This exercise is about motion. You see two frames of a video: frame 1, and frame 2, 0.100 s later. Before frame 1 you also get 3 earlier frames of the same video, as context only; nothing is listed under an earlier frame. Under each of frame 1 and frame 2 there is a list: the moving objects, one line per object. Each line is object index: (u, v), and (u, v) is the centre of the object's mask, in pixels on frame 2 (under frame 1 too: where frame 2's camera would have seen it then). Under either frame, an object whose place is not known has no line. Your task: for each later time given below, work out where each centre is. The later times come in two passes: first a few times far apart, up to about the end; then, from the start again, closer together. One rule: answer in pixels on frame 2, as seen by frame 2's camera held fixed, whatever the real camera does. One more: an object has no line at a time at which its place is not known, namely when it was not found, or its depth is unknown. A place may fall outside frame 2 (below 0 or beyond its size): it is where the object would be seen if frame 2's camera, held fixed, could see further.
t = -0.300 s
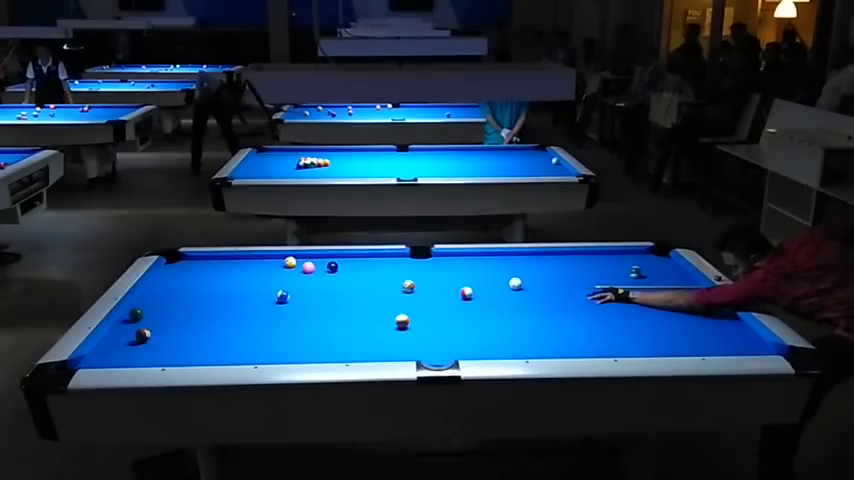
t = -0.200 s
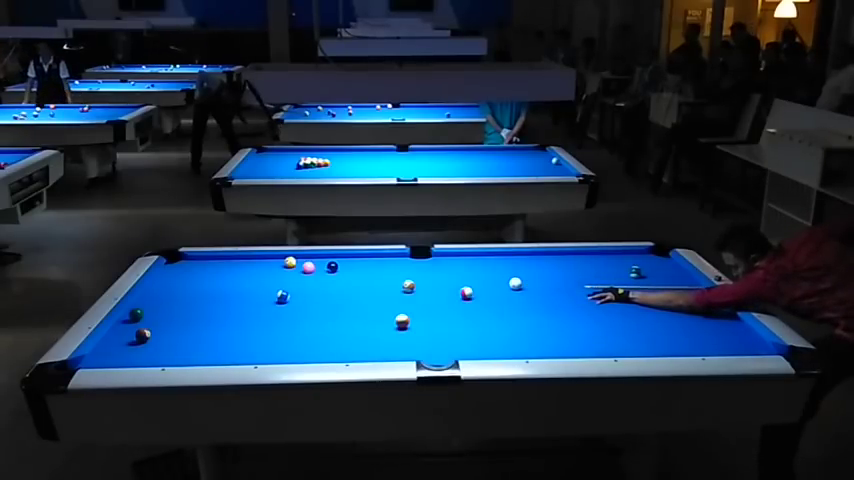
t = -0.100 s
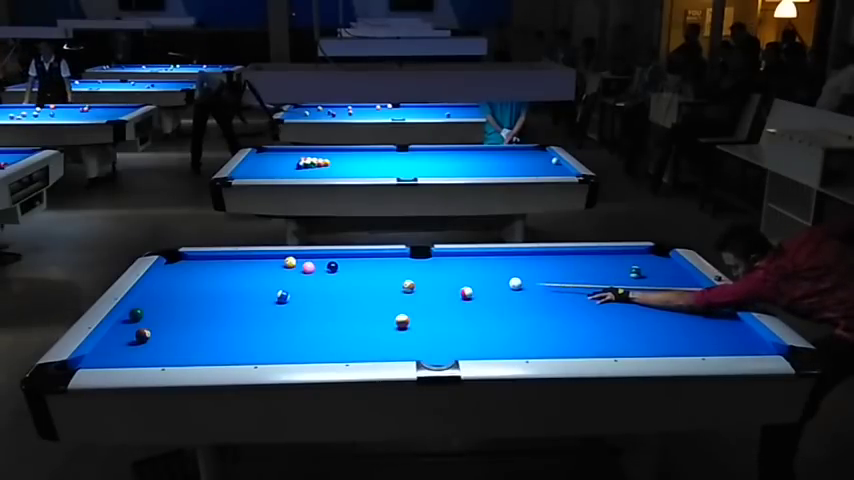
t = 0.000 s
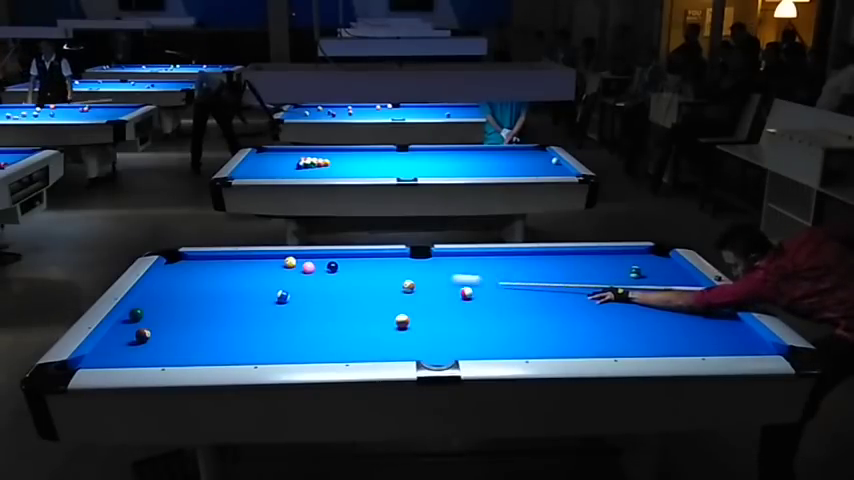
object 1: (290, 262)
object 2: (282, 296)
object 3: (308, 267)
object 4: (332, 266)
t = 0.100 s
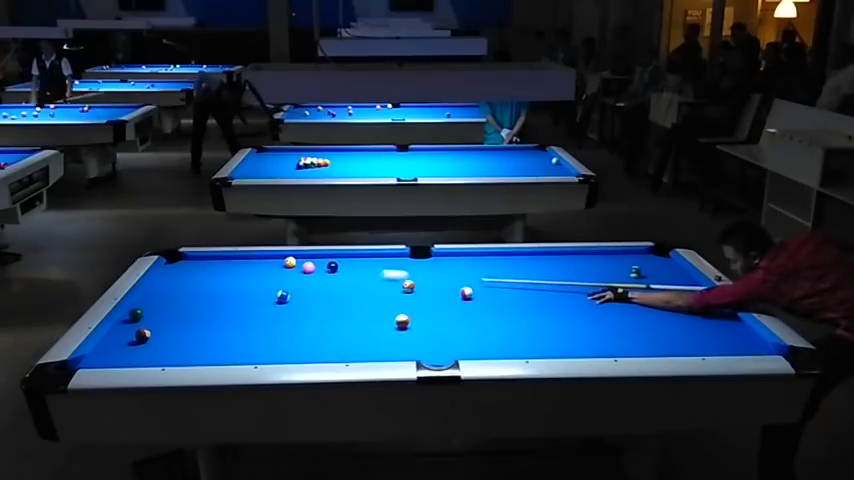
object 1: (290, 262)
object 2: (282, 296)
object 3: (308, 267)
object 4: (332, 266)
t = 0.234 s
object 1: (290, 262)
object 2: (282, 296)
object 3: (304, 264)
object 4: (332, 266)
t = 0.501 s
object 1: (229, 261)
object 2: (282, 296)
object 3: (313, 257)
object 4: (332, 266)
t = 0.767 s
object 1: (174, 269)
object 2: (282, 296)
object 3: (321, 261)
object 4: (332, 266)
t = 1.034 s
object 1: (185, 275)
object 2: (282, 296)
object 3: (325, 264)
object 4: (335, 267)
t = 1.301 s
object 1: (207, 280)
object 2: (282, 296)
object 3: (325, 265)
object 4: (341, 269)
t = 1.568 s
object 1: (230, 286)
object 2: (282, 296)
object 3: (325, 266)
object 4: (345, 271)
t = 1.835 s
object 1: (252, 291)
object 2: (282, 296)
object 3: (325, 267)
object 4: (350, 273)
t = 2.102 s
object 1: (270, 295)
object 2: (284, 297)
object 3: (325, 267)
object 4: (353, 275)
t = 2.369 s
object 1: (273, 298)
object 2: (302, 299)
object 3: (325, 267)
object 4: (357, 276)
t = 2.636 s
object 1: (276, 301)
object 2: (317, 300)
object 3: (325, 267)
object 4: (359, 276)
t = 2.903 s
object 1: (279, 303)
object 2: (331, 301)
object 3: (325, 267)
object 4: (360, 277)
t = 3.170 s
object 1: (281, 305)
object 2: (344, 303)
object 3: (325, 267)
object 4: (362, 277)
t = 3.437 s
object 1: (283, 307)
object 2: (357, 304)
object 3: (325, 267)
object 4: (362, 277)
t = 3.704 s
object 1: (285, 309)
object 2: (367, 304)
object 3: (325, 267)
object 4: (362, 277)
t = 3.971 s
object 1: (286, 309)
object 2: (378, 305)
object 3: (325, 267)
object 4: (362, 277)
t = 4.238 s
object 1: (287, 309)
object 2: (386, 306)
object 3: (325, 267)
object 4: (362, 277)
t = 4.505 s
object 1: (287, 309)
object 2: (394, 306)
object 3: (325, 267)
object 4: (362, 277)
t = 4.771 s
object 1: (287, 309)
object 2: (400, 307)
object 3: (325, 267)
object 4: (362, 277)
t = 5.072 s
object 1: (287, 309)
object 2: (405, 307)
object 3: (325, 267)
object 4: (362, 277)
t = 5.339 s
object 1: (287, 309)
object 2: (409, 308)
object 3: (325, 267)
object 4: (362, 277)
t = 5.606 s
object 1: (287, 310)
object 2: (411, 307)
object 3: (325, 267)
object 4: (362, 277)
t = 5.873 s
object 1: (287, 310)
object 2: (412, 308)
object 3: (325, 267)
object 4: (362, 277)
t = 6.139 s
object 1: (287, 310)
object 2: (412, 308)
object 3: (325, 267)
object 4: (362, 277)
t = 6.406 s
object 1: (287, 310)
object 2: (412, 308)
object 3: (325, 267)
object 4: (362, 277)
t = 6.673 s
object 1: (287, 310)
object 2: (412, 308)
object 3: (325, 267)
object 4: (362, 277)
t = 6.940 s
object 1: (287, 310)
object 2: (412, 308)
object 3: (325, 267)
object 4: (362, 278)
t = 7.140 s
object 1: (287, 309)
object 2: (412, 308)
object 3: (325, 267)
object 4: (362, 277)
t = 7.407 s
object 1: (287, 309)
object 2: (412, 308)
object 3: (325, 267)
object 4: (362, 278)
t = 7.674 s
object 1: (287, 309)
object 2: (413, 308)
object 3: (325, 267)
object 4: (362, 278)
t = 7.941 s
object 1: (287, 309)
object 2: (413, 308)
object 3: (325, 267)
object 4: (362, 278)
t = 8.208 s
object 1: (287, 309)
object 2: (412, 308)
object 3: (325, 267)
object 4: (362, 277)
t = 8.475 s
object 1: (287, 309)
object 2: (413, 308)
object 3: (325, 267)
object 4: (362, 278)
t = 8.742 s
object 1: (287, 309)
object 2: (413, 308)
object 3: (325, 267)
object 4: (362, 278)
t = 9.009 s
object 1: (287, 309)
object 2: (413, 308)
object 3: (325, 267)
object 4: (362, 278)
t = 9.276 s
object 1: (287, 309)
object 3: (325, 267)
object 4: (362, 278)
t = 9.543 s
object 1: (287, 309)
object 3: (325, 267)
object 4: (362, 278)
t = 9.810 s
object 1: (287, 309)
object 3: (325, 267)
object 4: (362, 278)
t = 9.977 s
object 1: (287, 309)
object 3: (325, 267)
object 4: (362, 278)
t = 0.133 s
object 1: (290, 262)
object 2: (282, 296)
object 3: (308, 267)
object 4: (332, 266)
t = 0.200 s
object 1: (290, 262)
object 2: (282, 296)
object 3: (308, 267)
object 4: (332, 263)
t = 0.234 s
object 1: (290, 262)
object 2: (282, 296)
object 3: (304, 264)
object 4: (332, 266)
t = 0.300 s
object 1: (279, 260)
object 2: (282, 296)
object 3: (302, 261)
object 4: (332, 266)
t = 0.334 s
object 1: (269, 258)
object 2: (282, 296)
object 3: (305, 260)
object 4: (332, 266)
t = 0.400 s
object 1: (252, 257)
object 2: (282, 296)
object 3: (309, 257)
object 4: (332, 266)
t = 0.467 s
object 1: (236, 260)
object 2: (282, 296)
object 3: (313, 256)
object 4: (332, 266)
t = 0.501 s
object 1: (229, 261)
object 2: (282, 296)
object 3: (313, 257)
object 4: (332, 266)
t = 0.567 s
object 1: (215, 263)
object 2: (282, 296)
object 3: (315, 258)
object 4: (332, 266)
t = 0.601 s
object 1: (208, 264)
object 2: (282, 296)
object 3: (316, 259)
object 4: (332, 266)
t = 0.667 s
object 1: (194, 266)
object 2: (282, 296)
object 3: (318, 259)
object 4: (332, 266)
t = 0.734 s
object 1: (181, 268)
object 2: (282, 296)
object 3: (320, 260)
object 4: (332, 266)
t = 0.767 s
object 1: (174, 269)
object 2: (282, 296)
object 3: (321, 261)
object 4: (332, 266)
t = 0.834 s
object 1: (166, 271)
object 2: (282, 296)
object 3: (322, 262)
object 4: (332, 266)
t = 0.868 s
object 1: (170, 272)
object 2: (282, 296)
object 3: (323, 262)
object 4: (332, 266)
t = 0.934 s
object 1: (177, 273)
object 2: (282, 296)
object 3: (324, 263)
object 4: (332, 266)
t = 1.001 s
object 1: (182, 274)
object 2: (282, 296)
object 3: (325, 263)
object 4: (334, 266)
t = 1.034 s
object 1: (185, 275)
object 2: (282, 296)
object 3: (325, 264)
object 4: (335, 267)
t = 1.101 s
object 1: (191, 276)
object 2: (282, 296)
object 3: (325, 264)
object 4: (336, 268)
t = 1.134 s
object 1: (194, 277)
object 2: (282, 296)
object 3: (325, 264)
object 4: (337, 268)
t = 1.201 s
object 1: (199, 278)
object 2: (282, 296)
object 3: (325, 264)
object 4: (339, 269)
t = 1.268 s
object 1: (205, 280)
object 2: (282, 296)
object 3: (325, 265)
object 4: (340, 269)
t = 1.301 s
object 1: (207, 280)
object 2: (282, 296)
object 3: (325, 265)
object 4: (341, 269)
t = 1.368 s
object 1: (213, 282)
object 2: (282, 296)
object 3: (325, 265)
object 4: (342, 270)
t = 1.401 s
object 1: (216, 283)
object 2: (282, 296)
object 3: (325, 265)
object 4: (343, 270)
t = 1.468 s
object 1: (221, 284)
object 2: (282, 296)
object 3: (325, 266)
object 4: (343, 270)
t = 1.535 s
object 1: (227, 285)
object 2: (282, 296)
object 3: (325, 266)
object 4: (345, 271)
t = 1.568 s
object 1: (230, 286)
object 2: (282, 296)
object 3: (325, 266)
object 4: (345, 271)
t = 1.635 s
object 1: (235, 287)
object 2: (282, 296)
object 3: (325, 266)
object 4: (346, 271)
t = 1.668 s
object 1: (238, 287)
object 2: (282, 296)
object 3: (325, 266)
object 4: (347, 272)
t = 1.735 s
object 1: (243, 289)
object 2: (282, 296)
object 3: (325, 266)
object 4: (348, 272)
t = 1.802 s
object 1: (249, 290)
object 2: (282, 296)
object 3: (325, 267)
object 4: (349, 272)
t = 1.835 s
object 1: (252, 291)
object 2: (282, 296)
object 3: (325, 267)
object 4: (350, 273)
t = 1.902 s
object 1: (257, 292)
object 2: (282, 296)
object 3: (325, 267)
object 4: (351, 274)
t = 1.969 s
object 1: (263, 293)
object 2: (282, 296)
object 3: (325, 267)
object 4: (352, 274)
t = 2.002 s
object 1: (265, 294)
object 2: (282, 296)
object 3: (325, 267)
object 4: (352, 274)
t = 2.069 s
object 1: (270, 295)
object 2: (283, 296)
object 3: (325, 267)
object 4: (353, 275)
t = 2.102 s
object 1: (270, 295)
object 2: (284, 297)
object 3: (325, 267)
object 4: (353, 275)
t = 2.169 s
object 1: (271, 296)
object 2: (289, 297)
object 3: (325, 267)
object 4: (354, 275)
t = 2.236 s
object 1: (272, 297)
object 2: (294, 297)
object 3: (325, 267)
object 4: (355, 275)
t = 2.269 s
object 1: (272, 297)
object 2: (296, 298)
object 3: (325, 267)
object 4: (355, 275)
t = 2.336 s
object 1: (273, 298)
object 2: (301, 298)
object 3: (325, 267)
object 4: (356, 275)
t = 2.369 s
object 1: (273, 298)
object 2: (302, 299)
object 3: (325, 267)
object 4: (357, 276)
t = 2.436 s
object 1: (274, 299)
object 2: (306, 299)
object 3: (325, 267)
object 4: (357, 276)
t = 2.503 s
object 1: (275, 300)
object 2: (309, 299)
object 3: (325, 267)
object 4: (358, 276)
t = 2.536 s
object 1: (275, 300)
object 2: (312, 299)
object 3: (325, 267)
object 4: (358, 276)
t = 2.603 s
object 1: (276, 301)
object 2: (316, 300)
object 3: (325, 267)
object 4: (358, 276)
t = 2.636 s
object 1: (276, 301)
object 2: (317, 300)
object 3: (325, 267)
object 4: (359, 276)
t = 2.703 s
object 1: (277, 302)
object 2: (321, 300)
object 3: (325, 267)
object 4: (359, 276)
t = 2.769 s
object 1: (278, 302)
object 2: (324, 301)
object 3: (325, 267)
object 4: (360, 276)
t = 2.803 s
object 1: (278, 303)
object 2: (326, 301)
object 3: (325, 267)
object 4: (360, 277)
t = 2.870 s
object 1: (279, 303)
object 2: (329, 301)
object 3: (325, 267)
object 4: (360, 277)
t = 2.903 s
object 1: (279, 303)
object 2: (331, 301)
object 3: (325, 267)
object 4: (360, 277)
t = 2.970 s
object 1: (280, 304)
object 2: (335, 301)
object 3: (325, 267)
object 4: (361, 277)
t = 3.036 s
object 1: (280, 305)
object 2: (338, 302)
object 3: (325, 267)
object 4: (361, 277)
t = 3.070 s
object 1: (281, 305)
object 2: (340, 302)
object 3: (325, 267)
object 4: (361, 277)
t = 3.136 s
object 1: (281, 305)
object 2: (343, 303)
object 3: (325, 267)
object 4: (361, 277)
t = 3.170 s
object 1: (281, 305)
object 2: (344, 303)
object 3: (325, 267)
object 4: (362, 277)
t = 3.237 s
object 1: (282, 306)
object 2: (347, 303)
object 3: (325, 267)
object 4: (362, 277)
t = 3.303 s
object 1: (282, 306)
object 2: (351, 303)
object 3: (325, 267)
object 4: (362, 278)
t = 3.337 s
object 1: (283, 307)
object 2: (352, 303)
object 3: (325, 267)
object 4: (362, 278)
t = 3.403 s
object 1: (283, 307)
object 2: (356, 303)
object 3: (325, 267)
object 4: (362, 278)
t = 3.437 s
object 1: (283, 307)
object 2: (357, 304)
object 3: (325, 267)
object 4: (362, 277)
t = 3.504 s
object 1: (284, 308)
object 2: (360, 304)
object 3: (325, 267)
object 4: (362, 278)
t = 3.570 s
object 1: (284, 308)
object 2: (362, 304)
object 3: (325, 267)
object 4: (362, 277)
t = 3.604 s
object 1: (284, 308)
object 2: (363, 304)
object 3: (325, 267)
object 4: (362, 277)
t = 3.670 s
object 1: (285, 308)
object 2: (366, 304)
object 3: (325, 267)
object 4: (362, 277)
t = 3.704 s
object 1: (285, 309)
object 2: (367, 304)
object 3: (325, 267)
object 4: (362, 277)
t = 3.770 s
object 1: (285, 309)
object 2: (370, 304)
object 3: (325, 267)
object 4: (362, 277)
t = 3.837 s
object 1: (285, 309)
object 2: (373, 305)
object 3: (325, 267)
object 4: (362, 277)
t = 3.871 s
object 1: (286, 309)
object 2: (374, 305)
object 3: (325, 267)
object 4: (362, 277)
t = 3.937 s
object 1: (286, 309)
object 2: (377, 305)
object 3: (325, 267)
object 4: (362, 277)
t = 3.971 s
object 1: (286, 309)
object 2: (378, 305)
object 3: (325, 267)
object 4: (362, 277)
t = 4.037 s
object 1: (286, 309)
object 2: (380, 306)
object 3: (325, 267)
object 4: (362, 277)
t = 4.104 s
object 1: (287, 309)
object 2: (382, 306)
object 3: (325, 267)
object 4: (362, 277)
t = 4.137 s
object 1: (287, 309)
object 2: (383, 306)
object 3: (325, 267)
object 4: (362, 277)
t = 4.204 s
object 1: (287, 309)
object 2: (385, 306)
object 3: (325, 267)
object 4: (362, 277)
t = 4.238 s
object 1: (287, 309)
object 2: (386, 306)
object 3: (325, 267)
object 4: (362, 277)
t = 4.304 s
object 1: (287, 309)
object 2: (388, 306)
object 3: (325, 267)
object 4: (362, 277)
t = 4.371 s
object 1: (287, 309)
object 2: (390, 306)
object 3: (325, 267)
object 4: (362, 277)
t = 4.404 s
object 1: (287, 309)
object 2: (391, 306)
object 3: (325, 267)
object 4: (362, 277)
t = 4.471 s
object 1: (287, 309)
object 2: (393, 306)
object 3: (325, 267)
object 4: (362, 277)
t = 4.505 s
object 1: (287, 309)
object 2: (394, 306)
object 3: (325, 267)
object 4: (362, 277)
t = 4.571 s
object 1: (287, 309)
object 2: (395, 306)
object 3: (325, 267)
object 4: (362, 277)
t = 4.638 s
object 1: (287, 309)
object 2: (397, 306)
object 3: (325, 267)
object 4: (362, 277)
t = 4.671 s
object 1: (287, 309)
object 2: (398, 307)
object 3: (325, 267)
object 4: (362, 278)
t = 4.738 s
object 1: (287, 309)
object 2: (399, 307)
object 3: (325, 267)
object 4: (362, 277)
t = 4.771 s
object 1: (287, 309)
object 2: (400, 307)
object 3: (325, 267)
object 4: (362, 277)
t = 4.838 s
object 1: (287, 309)
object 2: (401, 307)
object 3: (325, 267)
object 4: (362, 277)
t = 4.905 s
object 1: (287, 309)
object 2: (402, 307)
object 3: (325, 267)
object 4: (362, 277)
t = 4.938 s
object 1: (287, 309)
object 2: (403, 307)
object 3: (325, 267)
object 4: (362, 277)
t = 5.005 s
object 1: (287, 309)
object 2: (404, 307)
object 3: (325, 267)
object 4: (362, 277)
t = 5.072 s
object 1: (287, 309)
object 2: (405, 307)
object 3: (325, 267)
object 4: (362, 277)
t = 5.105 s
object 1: (287, 309)
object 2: (406, 307)
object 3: (325, 267)
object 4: (362, 277)
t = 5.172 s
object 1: (287, 309)
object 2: (407, 307)
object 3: (325, 267)
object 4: (362, 277)
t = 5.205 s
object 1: (287, 309)
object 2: (407, 307)
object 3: (325, 267)
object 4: (362, 277)
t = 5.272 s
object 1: (287, 309)
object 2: (408, 307)
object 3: (325, 267)
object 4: (362, 277)
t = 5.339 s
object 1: (287, 309)
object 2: (409, 308)
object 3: (325, 267)
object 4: (362, 277)
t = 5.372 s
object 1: (287, 309)
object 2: (409, 308)
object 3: (325, 267)
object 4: (362, 277)
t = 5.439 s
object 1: (287, 309)
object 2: (410, 308)
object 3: (325, 267)
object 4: (362, 277)
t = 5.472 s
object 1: (287, 309)
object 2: (410, 307)
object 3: (325, 267)
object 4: (362, 277)
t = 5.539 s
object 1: (287, 310)
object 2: (410, 307)
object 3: (325, 267)
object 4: (362, 277)
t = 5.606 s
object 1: (287, 310)
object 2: (411, 307)
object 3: (325, 267)
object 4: (362, 277)
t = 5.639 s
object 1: (287, 310)
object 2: (411, 308)
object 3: (325, 267)
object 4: (362, 277)
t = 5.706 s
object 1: (287, 310)
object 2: (412, 307)
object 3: (325, 267)
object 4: (362, 277)
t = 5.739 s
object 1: (287, 310)
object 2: (412, 307)
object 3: (325, 267)
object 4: (362, 277)
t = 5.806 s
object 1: (287, 310)
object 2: (412, 307)
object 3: (325, 267)
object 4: (362, 277)
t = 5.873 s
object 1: (287, 310)
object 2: (412, 308)
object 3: (325, 267)
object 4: (362, 277)
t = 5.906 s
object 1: (287, 310)
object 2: (412, 308)
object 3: (325, 267)
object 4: (362, 277)
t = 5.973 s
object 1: (287, 310)
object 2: (412, 308)
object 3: (325, 267)
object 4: (362, 278)
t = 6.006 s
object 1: (287, 310)
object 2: (412, 308)
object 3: (325, 267)
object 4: (362, 278)
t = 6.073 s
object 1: (287, 310)
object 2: (412, 308)
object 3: (325, 267)
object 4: (362, 277)
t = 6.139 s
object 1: (287, 310)
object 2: (412, 308)
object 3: (325, 267)
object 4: (362, 277)
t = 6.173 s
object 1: (287, 310)
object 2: (412, 308)
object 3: (325, 267)
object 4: (362, 277)
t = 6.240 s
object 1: (287, 310)
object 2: (413, 308)
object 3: (325, 267)
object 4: (362, 277)
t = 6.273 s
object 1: (287, 310)
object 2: (413, 308)
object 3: (325, 267)
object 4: (362, 277)
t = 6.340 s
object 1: (287, 310)
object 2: (413, 307)
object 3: (325, 267)
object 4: (362, 277)
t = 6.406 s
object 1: (287, 310)
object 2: (412, 308)
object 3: (325, 267)
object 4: (362, 277)
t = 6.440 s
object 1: (287, 310)
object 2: (412, 308)
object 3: (325, 267)
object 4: (362, 277)
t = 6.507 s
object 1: (287, 310)
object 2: (412, 307)
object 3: (325, 267)
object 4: (362, 278)
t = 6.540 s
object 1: (287, 310)
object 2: (412, 308)
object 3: (325, 267)
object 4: (362, 277)
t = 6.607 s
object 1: (287, 310)
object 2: (412, 308)
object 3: (325, 267)
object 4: (362, 277)
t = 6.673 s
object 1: (287, 310)
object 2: (412, 308)
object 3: (325, 267)
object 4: (362, 277)
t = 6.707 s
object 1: (287, 310)
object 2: (412, 308)
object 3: (325, 267)
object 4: (362, 277)
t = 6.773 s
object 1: (287, 310)
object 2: (412, 308)
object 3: (325, 267)
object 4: (362, 278)
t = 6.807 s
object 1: (287, 310)
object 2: (412, 308)
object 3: (325, 267)
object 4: (362, 278)
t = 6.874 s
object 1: (287, 309)
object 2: (412, 308)
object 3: (325, 267)
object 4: (362, 278)
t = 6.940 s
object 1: (287, 310)
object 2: (412, 308)
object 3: (325, 267)
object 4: (362, 278)
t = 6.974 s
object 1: (287, 310)
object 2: (412, 308)
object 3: (325, 267)
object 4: (362, 278)
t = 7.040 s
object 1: (287, 310)
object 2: (412, 308)
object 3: (325, 267)
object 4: (362, 278)
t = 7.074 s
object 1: (287, 310)
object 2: (412, 308)
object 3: (325, 267)
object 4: (362, 278)
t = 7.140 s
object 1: (287, 309)
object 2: (412, 308)
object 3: (325, 267)
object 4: (362, 277)
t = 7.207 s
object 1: (287, 309)
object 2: (412, 308)
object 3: (325, 267)
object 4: (362, 278)
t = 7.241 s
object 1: (287, 309)
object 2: (412, 308)
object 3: (325, 267)
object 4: (362, 278)
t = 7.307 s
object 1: (287, 309)
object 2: (412, 308)
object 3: (325, 267)
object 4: (362, 278)
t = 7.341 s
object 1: (287, 309)
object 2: (412, 308)
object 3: (325, 267)
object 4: (362, 278)
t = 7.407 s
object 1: (287, 309)
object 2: (412, 308)
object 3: (325, 267)
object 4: (362, 278)
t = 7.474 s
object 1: (287, 309)
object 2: (413, 308)
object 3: (325, 267)
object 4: (362, 278)
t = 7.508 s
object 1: (287, 309)
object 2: (412, 308)
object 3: (325, 267)
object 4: (362, 278)
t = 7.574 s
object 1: (287, 309)
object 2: (412, 308)
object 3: (325, 267)
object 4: (362, 278)
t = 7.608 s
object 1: (287, 309)
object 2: (413, 308)
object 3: (325, 267)
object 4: (362, 278)
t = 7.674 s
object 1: (287, 309)
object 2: (413, 308)
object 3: (325, 267)
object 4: (362, 278)
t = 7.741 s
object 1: (287, 309)
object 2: (413, 308)
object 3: (325, 267)
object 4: (362, 278)
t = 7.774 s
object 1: (287, 309)
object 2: (413, 308)
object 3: (325, 267)
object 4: (362, 278)
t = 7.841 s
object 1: (287, 309)
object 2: (413, 308)
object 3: (325, 267)
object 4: (362, 278)
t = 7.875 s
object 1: (287, 309)
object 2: (413, 308)
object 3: (325, 267)
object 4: (362, 278)
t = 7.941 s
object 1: (287, 309)
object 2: (413, 308)
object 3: (325, 267)
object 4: (362, 278)
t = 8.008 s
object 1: (287, 309)
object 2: (413, 308)
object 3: (325, 267)
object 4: (362, 278)
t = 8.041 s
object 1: (287, 309)
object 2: (413, 308)
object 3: (325, 267)
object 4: (362, 278)
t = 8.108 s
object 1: (287, 309)
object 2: (413, 308)
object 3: (325, 267)
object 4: (362, 278)
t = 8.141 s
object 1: (287, 309)
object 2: (413, 308)
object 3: (325, 267)
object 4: (362, 278)
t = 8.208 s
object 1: (287, 309)
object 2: (412, 308)
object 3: (325, 267)
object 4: (362, 277)
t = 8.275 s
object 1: (287, 309)
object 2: (413, 308)
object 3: (325, 267)
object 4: (362, 278)
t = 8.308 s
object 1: (287, 309)
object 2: (413, 308)
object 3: (325, 267)
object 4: (362, 278)
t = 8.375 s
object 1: (287, 309)
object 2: (412, 308)
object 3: (325, 267)
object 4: (362, 278)
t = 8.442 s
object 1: (287, 309)
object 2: (413, 308)
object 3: (325, 267)
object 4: (362, 278)
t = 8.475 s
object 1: (287, 309)
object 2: (413, 308)
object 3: (325, 267)
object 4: (362, 278)
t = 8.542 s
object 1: (287, 309)
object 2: (413, 308)
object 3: (325, 267)
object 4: (362, 278)
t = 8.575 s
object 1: (287, 309)
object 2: (413, 308)
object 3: (325, 267)
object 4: (362, 278)
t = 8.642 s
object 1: (287, 309)
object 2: (413, 308)
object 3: (325, 267)
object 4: (362, 278)
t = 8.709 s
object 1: (287, 309)
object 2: (413, 308)
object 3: (325, 267)
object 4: (362, 278)
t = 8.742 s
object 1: (287, 309)
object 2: (413, 308)
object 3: (325, 267)
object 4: (362, 278)
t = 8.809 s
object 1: (287, 309)
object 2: (413, 308)
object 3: (325, 267)
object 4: (362, 278)
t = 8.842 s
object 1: (287, 309)
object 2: (413, 308)
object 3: (325, 267)
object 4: (362, 278)
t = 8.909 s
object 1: (287, 309)
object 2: (413, 308)
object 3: (325, 267)
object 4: (362, 278)
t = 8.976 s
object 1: (287, 309)
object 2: (413, 308)
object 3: (325, 267)
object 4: (362, 278)
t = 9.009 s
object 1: (287, 309)
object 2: (413, 308)
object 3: (325, 267)
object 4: (362, 278)
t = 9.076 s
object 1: (287, 309)
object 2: (413, 308)
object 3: (325, 267)
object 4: (362, 278)
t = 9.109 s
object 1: (287, 309)
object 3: (325, 267)
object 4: (362, 278)
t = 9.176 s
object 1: (287, 309)
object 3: (325, 267)
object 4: (362, 277)
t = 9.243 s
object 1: (287, 309)
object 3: (325, 267)
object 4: (362, 278)
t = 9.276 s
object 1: (287, 309)
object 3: (325, 267)
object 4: (362, 278)
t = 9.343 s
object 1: (287, 309)
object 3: (325, 267)
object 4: (362, 278)
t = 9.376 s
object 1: (287, 309)
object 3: (325, 267)
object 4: (362, 278)
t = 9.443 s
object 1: (287, 309)
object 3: (325, 267)
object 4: (362, 278)
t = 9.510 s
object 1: (287, 309)
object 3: (325, 267)
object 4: (362, 278)
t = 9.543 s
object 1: (287, 309)
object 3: (325, 267)
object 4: (362, 278)
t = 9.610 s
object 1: (287, 309)
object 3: (325, 267)
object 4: (362, 278)
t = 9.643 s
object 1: (287, 309)
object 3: (325, 267)
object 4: (362, 278)
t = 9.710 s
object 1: (287, 309)
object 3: (325, 267)
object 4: (362, 278)
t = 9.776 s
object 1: (287, 309)
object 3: (325, 267)
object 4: (362, 277)
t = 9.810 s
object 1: (287, 309)
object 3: (325, 267)
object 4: (362, 278)
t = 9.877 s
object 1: (287, 309)
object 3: (325, 267)
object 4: (362, 277)
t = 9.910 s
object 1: (287, 309)
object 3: (325, 267)
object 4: (362, 278)
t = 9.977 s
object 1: (287, 309)
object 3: (325, 267)
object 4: (362, 278)
